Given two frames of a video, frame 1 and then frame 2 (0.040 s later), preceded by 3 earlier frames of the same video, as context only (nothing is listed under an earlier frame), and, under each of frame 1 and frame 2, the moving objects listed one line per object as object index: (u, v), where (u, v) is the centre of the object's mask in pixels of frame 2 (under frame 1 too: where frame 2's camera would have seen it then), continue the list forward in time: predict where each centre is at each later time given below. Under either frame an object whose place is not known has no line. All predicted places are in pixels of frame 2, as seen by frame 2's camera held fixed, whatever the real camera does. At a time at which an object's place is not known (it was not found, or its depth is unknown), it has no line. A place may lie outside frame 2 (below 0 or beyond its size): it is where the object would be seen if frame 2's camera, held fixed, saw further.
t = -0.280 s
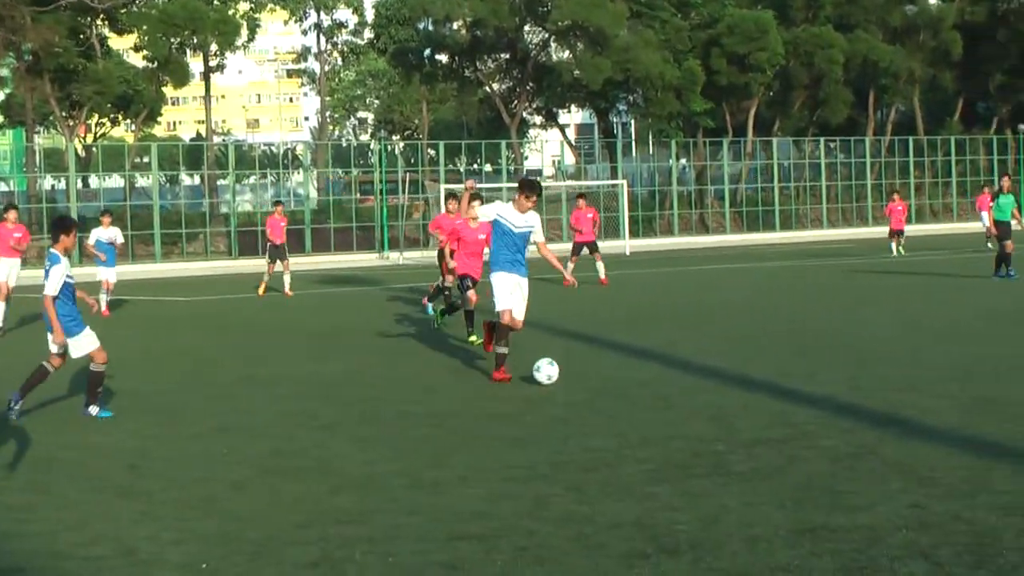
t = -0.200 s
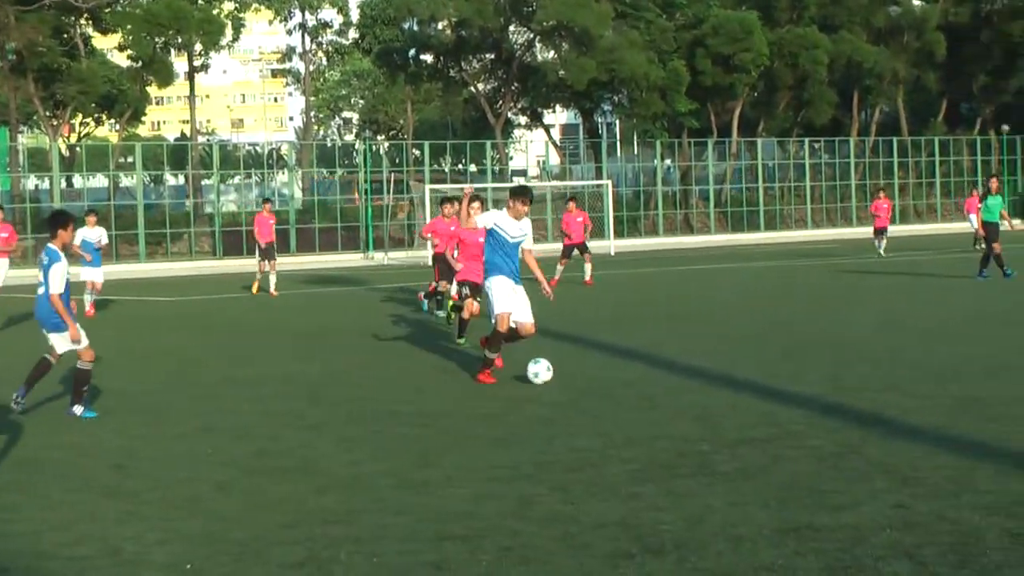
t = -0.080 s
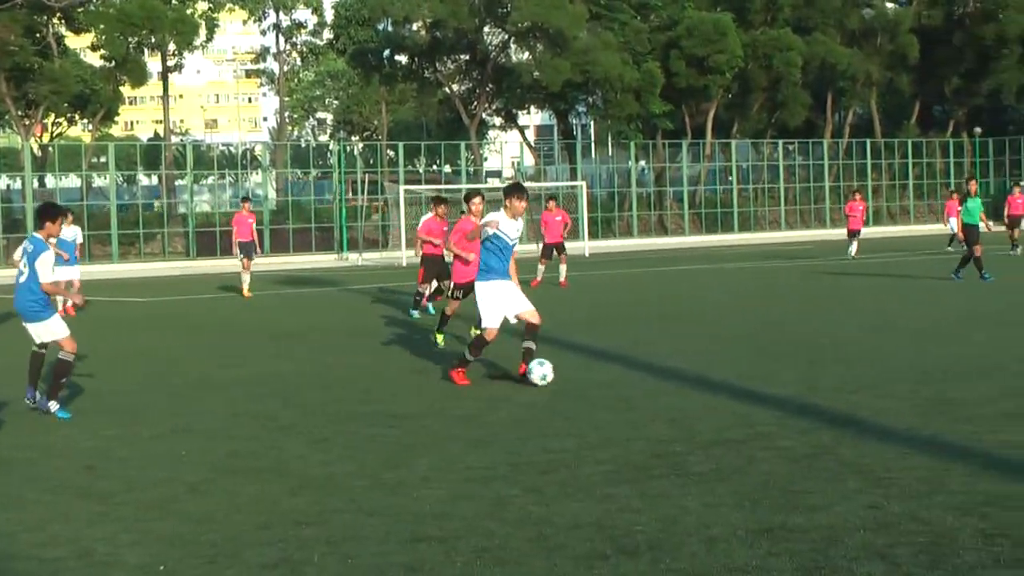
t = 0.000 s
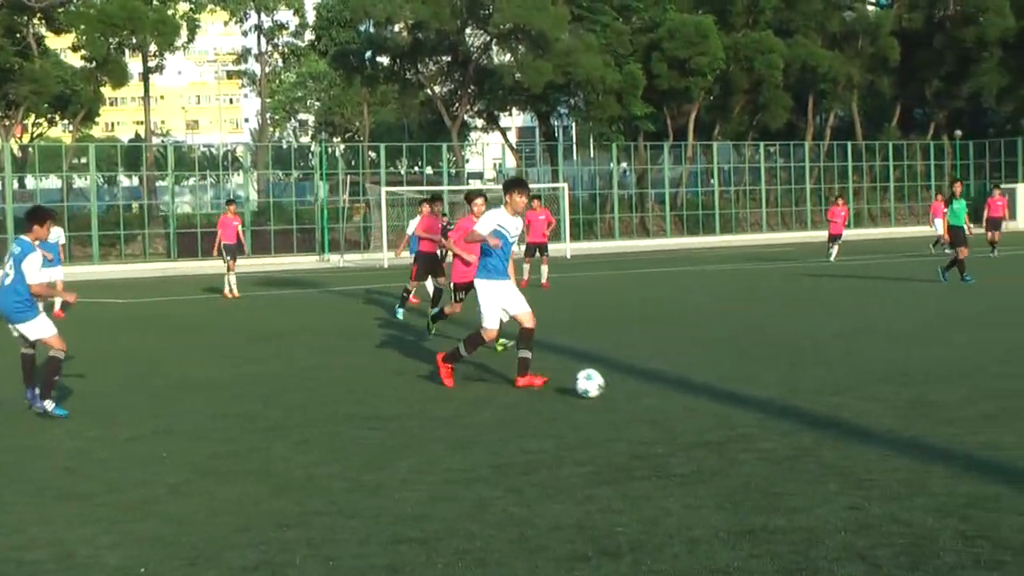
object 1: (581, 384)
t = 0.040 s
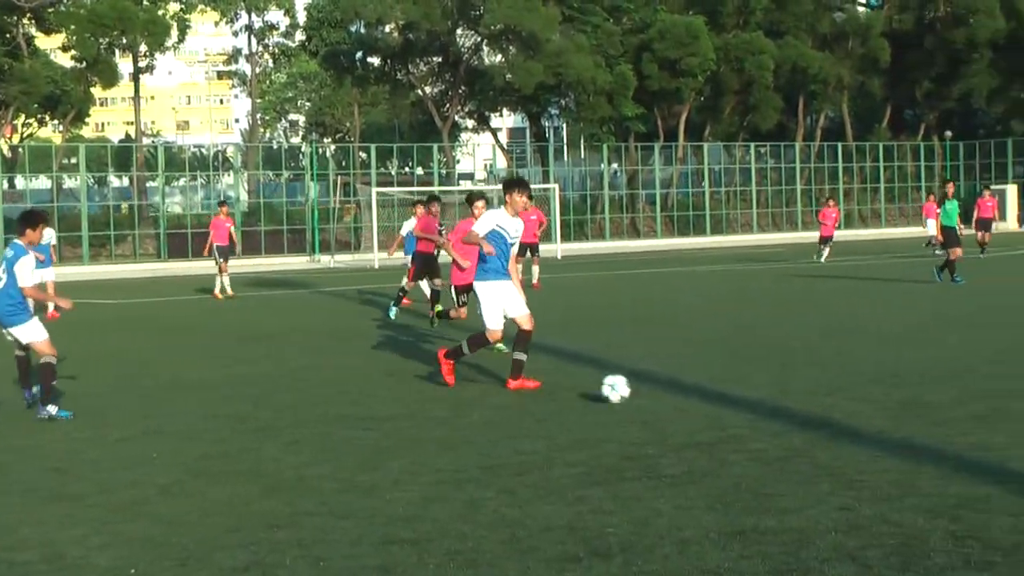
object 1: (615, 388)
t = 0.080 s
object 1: (650, 391)
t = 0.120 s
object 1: (685, 395)
